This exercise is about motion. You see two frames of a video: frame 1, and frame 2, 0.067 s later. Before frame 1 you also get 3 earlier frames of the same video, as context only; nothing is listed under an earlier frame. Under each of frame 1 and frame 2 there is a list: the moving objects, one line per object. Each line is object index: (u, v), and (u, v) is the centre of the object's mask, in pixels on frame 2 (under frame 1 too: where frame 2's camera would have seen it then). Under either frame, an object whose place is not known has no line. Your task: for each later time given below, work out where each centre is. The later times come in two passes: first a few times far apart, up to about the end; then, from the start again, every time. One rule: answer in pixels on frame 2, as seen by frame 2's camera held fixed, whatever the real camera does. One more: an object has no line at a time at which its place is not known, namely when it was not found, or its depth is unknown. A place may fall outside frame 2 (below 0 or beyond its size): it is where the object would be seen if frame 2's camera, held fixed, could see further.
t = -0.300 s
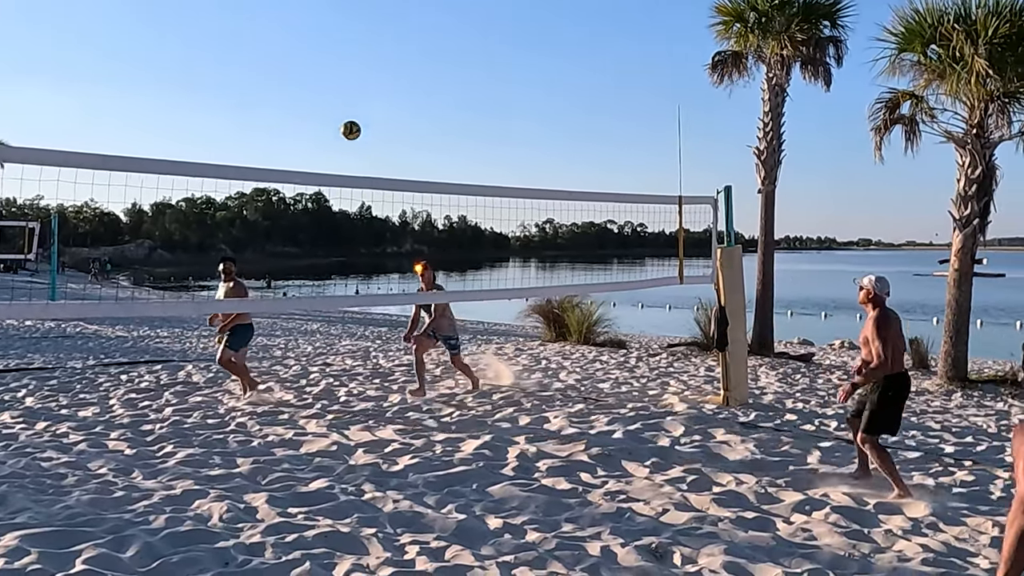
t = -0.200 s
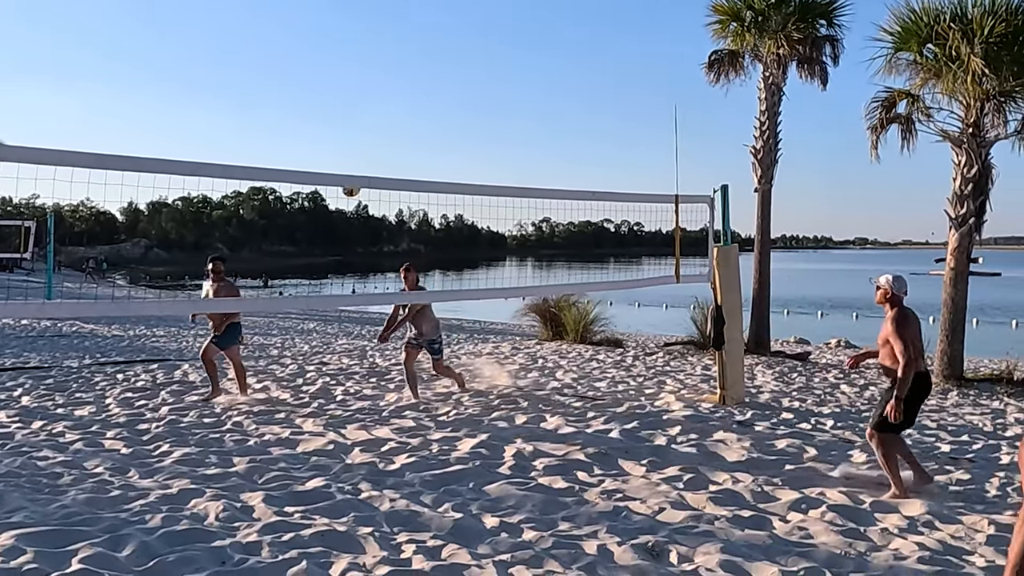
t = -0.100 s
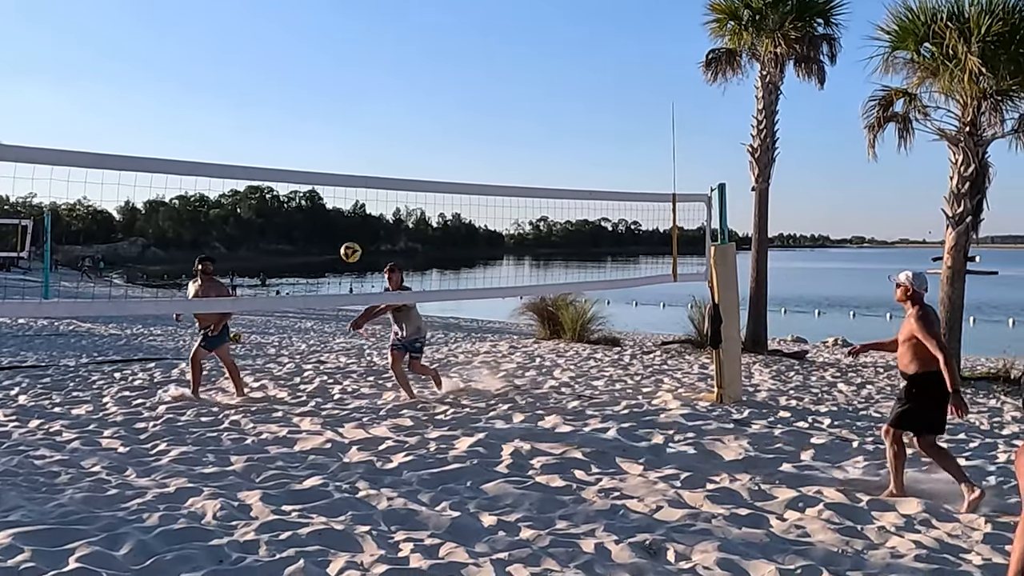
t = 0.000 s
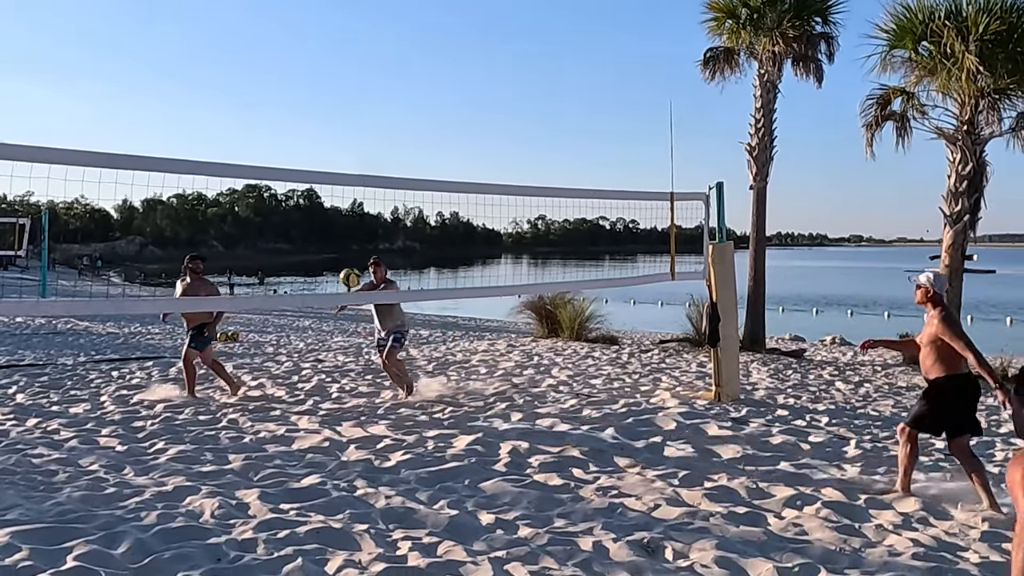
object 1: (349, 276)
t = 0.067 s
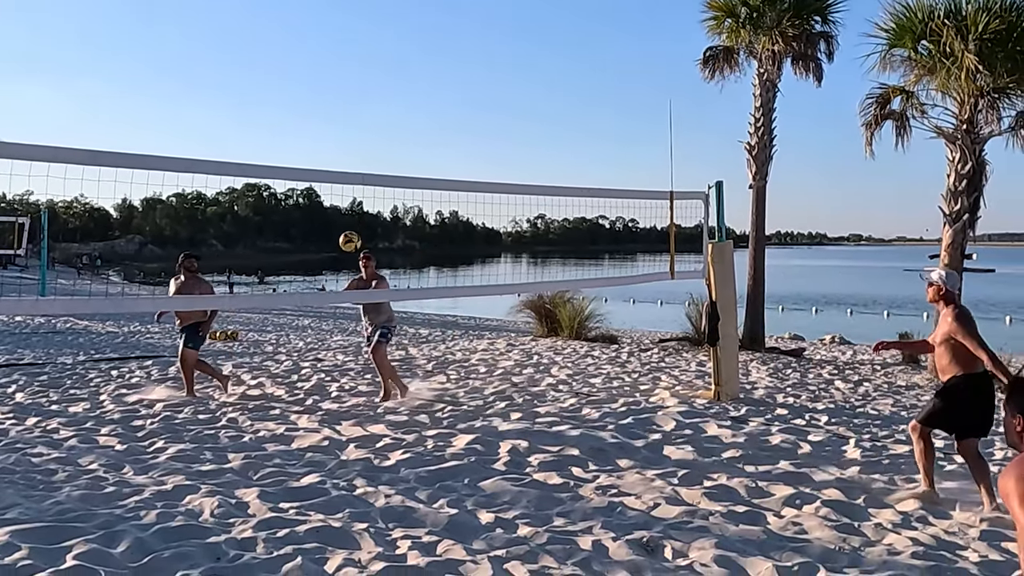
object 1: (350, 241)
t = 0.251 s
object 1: (353, 158)
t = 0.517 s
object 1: (360, 86)
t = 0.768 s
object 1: (370, 86)
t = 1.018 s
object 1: (385, 172)
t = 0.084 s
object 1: (350, 233)
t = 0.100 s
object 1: (350, 225)
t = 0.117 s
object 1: (352, 214)
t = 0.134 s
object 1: (351, 208)
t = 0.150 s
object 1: (351, 201)
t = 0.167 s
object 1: (351, 193)
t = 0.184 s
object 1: (351, 189)
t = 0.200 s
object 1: (352, 186)
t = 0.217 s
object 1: (353, 166)
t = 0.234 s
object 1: (352, 163)
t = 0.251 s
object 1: (353, 158)
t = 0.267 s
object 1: (353, 151)
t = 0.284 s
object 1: (354, 145)
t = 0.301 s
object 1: (354, 139)
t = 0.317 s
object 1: (354, 134)
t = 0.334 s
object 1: (355, 128)
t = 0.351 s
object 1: (355, 123)
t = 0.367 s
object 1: (355, 118)
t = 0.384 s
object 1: (356, 114)
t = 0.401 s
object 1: (356, 109)
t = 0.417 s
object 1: (357, 105)
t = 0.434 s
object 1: (357, 101)
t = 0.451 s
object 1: (357, 98)
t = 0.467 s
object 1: (358, 94)
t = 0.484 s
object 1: (358, 91)
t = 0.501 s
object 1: (359, 88)
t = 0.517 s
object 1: (360, 86)
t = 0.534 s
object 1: (360, 84)
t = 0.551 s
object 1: (361, 82)
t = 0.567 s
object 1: (361, 80)
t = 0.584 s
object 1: (362, 79)
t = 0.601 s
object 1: (362, 78)
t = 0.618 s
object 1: (363, 77)
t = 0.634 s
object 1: (364, 77)
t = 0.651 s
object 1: (364, 77)
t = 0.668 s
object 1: (365, 77)
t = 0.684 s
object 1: (366, 78)
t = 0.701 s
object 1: (366, 78)
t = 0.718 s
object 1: (367, 80)
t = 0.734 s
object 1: (368, 81)
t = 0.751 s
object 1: (369, 83)
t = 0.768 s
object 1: (370, 86)
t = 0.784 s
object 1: (371, 88)
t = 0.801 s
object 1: (372, 92)
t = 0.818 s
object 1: (372, 95)
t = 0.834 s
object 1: (373, 99)
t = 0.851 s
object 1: (374, 103)
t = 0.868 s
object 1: (375, 108)
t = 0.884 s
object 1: (376, 114)
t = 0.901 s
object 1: (377, 120)
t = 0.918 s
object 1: (378, 125)
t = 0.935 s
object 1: (380, 132)
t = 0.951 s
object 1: (381, 139)
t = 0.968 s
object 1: (382, 147)
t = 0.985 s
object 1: (383, 155)
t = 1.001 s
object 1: (384, 163)
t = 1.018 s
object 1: (385, 172)
